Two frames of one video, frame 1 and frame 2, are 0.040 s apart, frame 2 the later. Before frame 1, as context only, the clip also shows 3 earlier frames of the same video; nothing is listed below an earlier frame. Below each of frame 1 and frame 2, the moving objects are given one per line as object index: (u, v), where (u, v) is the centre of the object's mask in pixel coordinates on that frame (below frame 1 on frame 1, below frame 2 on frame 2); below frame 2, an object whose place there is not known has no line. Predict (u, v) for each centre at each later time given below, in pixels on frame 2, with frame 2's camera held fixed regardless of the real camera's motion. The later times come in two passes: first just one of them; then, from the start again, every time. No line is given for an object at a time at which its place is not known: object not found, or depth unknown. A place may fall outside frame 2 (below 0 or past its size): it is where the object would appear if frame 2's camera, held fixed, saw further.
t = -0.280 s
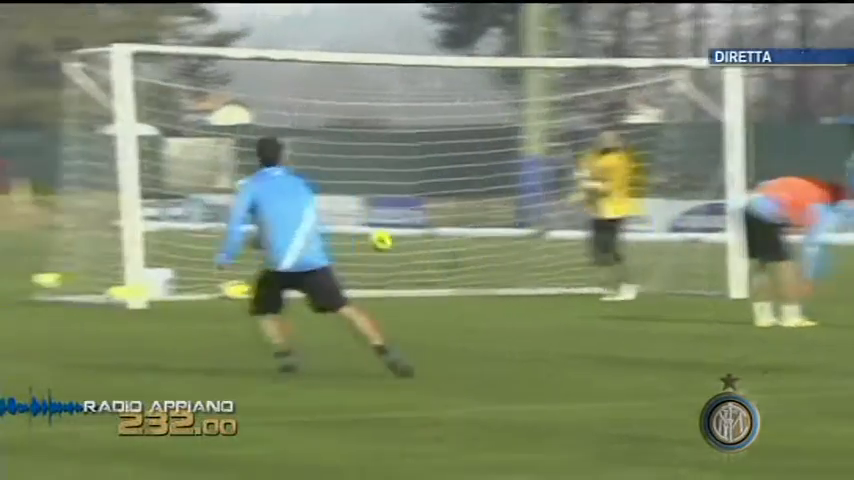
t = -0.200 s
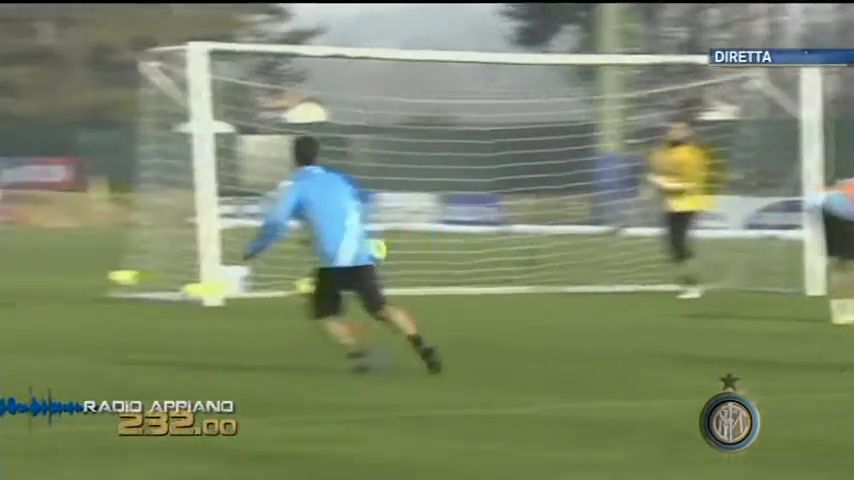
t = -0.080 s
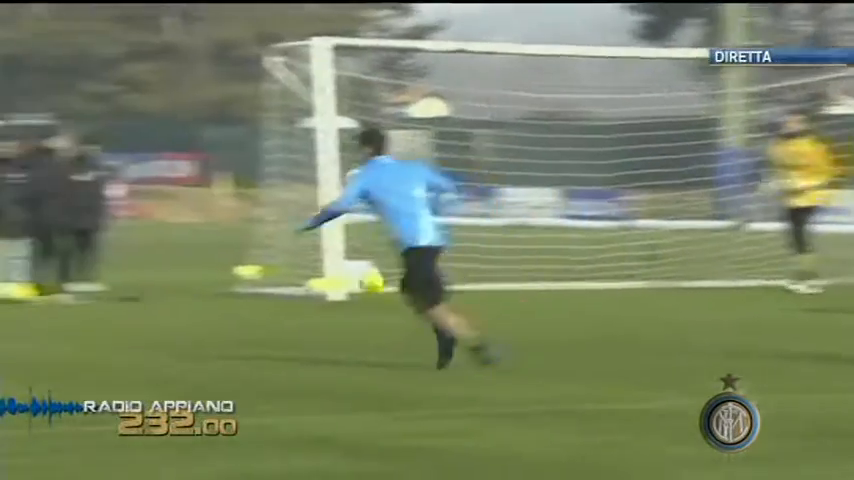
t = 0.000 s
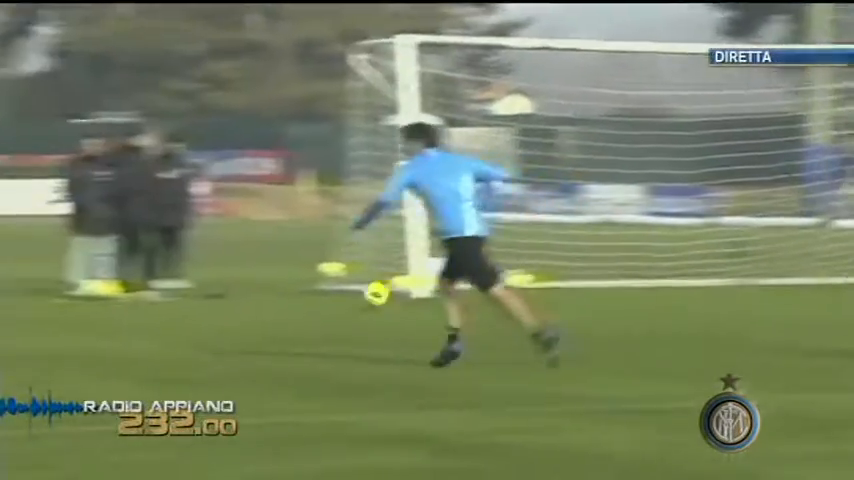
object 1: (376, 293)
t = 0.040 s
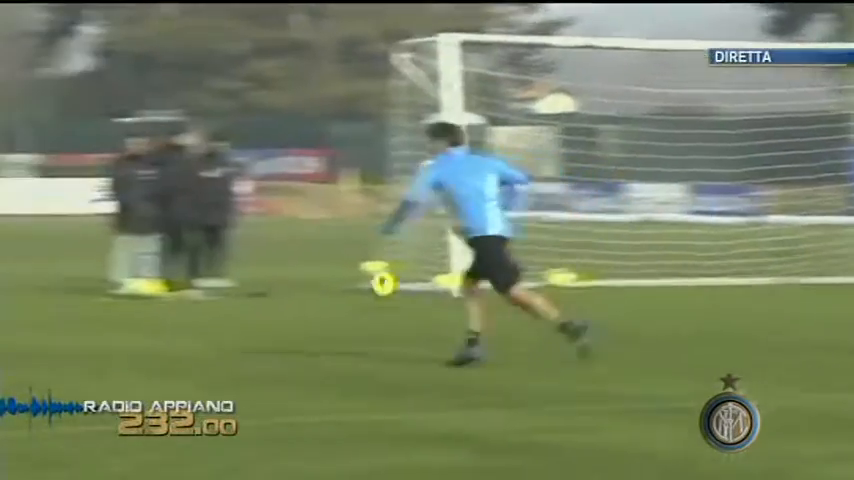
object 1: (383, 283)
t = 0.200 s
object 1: (233, 276)
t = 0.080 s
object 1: (346, 279)
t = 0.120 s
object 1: (310, 277)
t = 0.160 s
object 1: (272, 275)
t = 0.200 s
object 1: (233, 276)
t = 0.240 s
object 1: (196, 280)
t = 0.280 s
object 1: (156, 285)
